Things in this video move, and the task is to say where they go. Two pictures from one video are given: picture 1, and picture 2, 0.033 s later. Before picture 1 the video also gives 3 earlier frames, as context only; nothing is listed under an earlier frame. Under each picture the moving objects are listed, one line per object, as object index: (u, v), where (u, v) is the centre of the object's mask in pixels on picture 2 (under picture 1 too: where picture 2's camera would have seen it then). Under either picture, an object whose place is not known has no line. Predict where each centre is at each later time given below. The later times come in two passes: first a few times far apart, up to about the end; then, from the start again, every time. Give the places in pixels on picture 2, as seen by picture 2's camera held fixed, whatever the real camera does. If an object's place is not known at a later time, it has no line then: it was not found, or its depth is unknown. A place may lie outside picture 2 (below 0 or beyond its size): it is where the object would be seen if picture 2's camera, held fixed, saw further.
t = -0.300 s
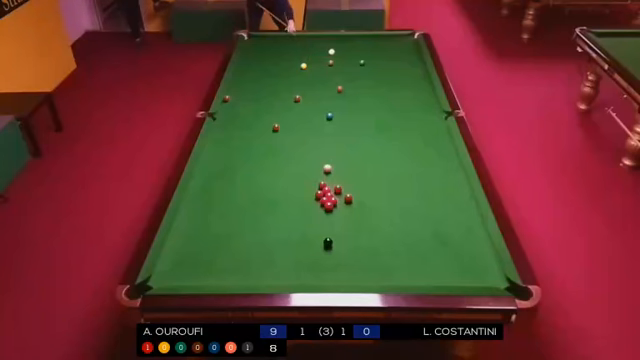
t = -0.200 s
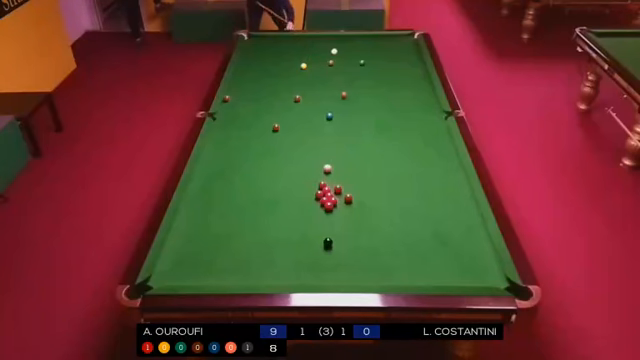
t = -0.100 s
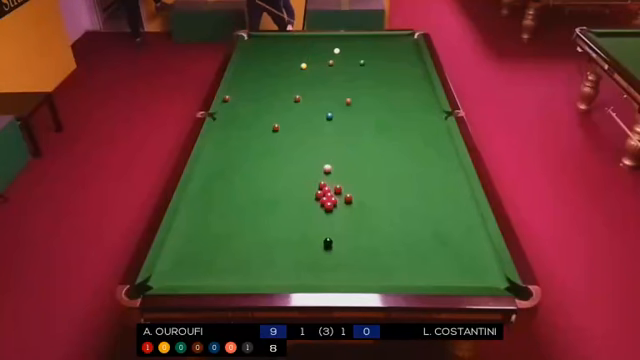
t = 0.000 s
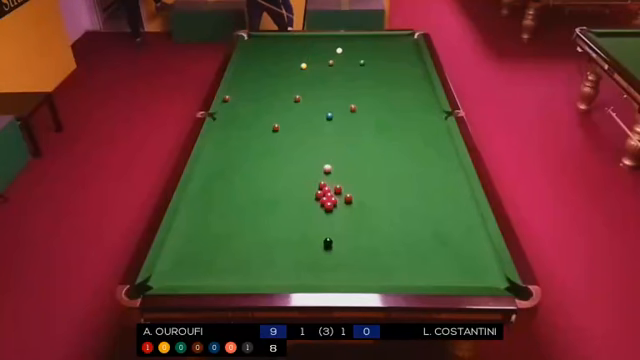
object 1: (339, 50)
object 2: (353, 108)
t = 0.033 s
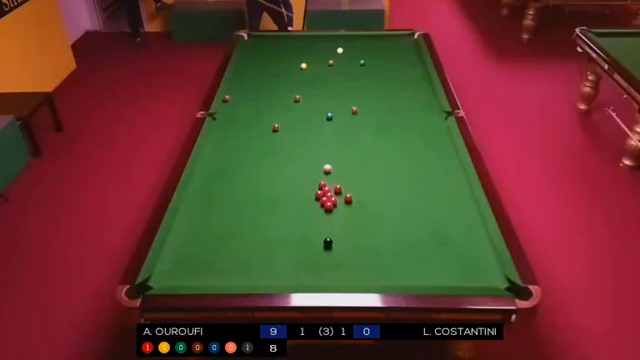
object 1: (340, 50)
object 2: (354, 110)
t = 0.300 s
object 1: (345, 49)
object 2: (367, 129)
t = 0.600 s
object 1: (351, 48)
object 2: (383, 152)
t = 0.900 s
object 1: (357, 47)
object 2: (402, 179)
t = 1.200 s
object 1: (361, 47)
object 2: (423, 209)
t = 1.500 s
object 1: (365, 46)
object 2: (447, 244)
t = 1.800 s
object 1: (367, 46)
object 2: (474, 281)
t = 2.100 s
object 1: (370, 46)
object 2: (477, 257)
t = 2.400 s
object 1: (371, 45)
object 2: (479, 233)
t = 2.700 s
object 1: (371, 45)
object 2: (475, 214)
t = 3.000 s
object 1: (371, 45)
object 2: (465, 199)
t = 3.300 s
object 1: (371, 45)
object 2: (457, 187)
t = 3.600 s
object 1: (371, 45)
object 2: (450, 176)
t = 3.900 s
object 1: (371, 45)
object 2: (444, 166)
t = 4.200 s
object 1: (371, 45)
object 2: (439, 158)
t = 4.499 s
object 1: (371, 45)
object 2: (435, 151)
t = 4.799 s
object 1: (371, 45)
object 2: (431, 145)
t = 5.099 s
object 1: (371, 45)
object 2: (429, 140)
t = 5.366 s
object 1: (371, 45)
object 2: (427, 136)
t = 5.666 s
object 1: (371, 45)
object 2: (425, 133)
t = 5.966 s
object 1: (371, 45)
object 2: (423, 130)
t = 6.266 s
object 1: (371, 45)
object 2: (422, 128)
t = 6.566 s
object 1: (371, 45)
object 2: (421, 127)
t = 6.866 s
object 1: (371, 45)
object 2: (421, 126)
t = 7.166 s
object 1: (371, 45)
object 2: (421, 126)
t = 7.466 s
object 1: (371, 45)
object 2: (421, 126)
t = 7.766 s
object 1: (371, 45)
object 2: (421, 126)
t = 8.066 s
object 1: (371, 45)
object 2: (421, 126)
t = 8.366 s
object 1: (371, 45)
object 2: (421, 126)
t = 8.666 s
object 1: (371, 45)
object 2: (421, 126)
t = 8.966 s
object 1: (371, 45)
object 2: (421, 126)
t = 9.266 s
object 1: (371, 45)
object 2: (421, 126)
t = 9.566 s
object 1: (371, 45)
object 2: (421, 126)
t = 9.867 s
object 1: (371, 45)
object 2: (421, 126)
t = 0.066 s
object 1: (340, 50)
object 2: (355, 112)
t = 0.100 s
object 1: (341, 50)
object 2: (357, 115)
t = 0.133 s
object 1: (342, 50)
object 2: (359, 117)
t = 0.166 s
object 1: (343, 50)
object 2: (360, 119)
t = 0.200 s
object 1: (343, 50)
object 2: (362, 122)
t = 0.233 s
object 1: (344, 49)
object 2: (364, 124)
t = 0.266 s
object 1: (345, 49)
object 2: (365, 126)
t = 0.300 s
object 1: (345, 49)
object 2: (367, 129)
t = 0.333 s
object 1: (346, 49)
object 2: (369, 132)
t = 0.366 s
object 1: (347, 49)
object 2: (370, 134)
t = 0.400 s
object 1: (348, 49)
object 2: (372, 137)
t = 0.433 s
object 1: (348, 49)
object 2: (374, 139)
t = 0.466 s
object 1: (349, 49)
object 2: (376, 142)
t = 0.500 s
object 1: (349, 49)
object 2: (378, 145)
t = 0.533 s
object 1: (350, 49)
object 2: (380, 147)
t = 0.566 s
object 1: (351, 49)
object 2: (381, 150)
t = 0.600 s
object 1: (351, 48)
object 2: (383, 152)
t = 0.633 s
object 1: (352, 48)
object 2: (385, 155)
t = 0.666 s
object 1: (352, 48)
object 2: (387, 158)
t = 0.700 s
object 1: (353, 48)
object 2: (389, 161)
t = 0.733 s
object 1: (354, 48)
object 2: (391, 164)
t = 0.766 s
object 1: (354, 48)
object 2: (393, 167)
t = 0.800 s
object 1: (355, 48)
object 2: (395, 170)
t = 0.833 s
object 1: (355, 48)
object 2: (398, 173)
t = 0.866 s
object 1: (356, 47)
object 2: (400, 176)
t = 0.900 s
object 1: (357, 47)
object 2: (402, 179)
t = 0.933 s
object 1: (357, 47)
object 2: (404, 182)
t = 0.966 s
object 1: (358, 47)
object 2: (406, 185)
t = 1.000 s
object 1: (358, 47)
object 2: (409, 188)
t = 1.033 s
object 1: (359, 47)
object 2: (411, 192)
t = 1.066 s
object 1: (359, 47)
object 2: (413, 195)
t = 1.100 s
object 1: (359, 47)
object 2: (415, 198)
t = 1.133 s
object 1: (360, 47)
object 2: (418, 202)
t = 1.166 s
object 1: (360, 47)
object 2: (420, 206)
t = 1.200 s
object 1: (361, 47)
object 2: (423, 209)
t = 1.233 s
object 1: (361, 47)
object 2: (425, 213)
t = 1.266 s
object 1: (362, 47)
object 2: (428, 217)
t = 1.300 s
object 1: (362, 47)
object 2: (431, 220)
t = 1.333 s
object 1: (363, 47)
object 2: (433, 224)
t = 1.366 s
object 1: (363, 46)
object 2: (436, 228)
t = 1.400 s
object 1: (363, 46)
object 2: (439, 232)
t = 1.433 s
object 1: (364, 46)
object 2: (441, 236)
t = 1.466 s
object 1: (364, 46)
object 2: (444, 240)
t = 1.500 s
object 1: (365, 46)
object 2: (447, 244)
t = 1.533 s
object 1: (365, 46)
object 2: (450, 248)
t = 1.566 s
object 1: (365, 46)
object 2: (453, 252)
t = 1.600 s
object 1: (366, 46)
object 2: (456, 257)
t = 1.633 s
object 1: (366, 46)
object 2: (459, 261)
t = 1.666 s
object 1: (366, 46)
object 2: (463, 266)
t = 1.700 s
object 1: (366, 46)
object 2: (466, 270)
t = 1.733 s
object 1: (367, 46)
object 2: (469, 275)
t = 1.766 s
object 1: (367, 46)
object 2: (472, 278)
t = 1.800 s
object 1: (367, 46)
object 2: (474, 281)
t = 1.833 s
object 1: (368, 46)
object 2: (475, 280)
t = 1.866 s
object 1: (368, 46)
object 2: (476, 278)
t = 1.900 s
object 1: (368, 46)
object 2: (476, 275)
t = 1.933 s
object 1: (369, 46)
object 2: (477, 272)
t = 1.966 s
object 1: (369, 46)
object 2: (477, 269)
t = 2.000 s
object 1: (369, 46)
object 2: (477, 266)
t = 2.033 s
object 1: (369, 46)
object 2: (477, 263)
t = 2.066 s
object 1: (369, 46)
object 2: (477, 260)
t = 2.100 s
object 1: (370, 46)
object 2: (477, 257)
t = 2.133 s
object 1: (370, 46)
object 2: (477, 254)
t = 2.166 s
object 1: (370, 46)
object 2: (477, 251)
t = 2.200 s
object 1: (370, 45)
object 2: (477, 248)
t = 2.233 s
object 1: (370, 45)
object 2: (478, 246)
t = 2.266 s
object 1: (371, 45)
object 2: (478, 243)
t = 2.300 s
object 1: (371, 45)
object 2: (478, 240)
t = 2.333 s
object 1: (371, 45)
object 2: (478, 238)
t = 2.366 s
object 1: (371, 45)
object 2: (478, 235)
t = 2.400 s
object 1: (371, 45)
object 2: (479, 233)
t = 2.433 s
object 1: (371, 45)
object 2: (479, 231)
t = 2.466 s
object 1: (371, 45)
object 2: (479, 229)
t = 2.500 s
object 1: (371, 45)
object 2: (479, 226)
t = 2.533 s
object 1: (371, 45)
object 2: (480, 224)
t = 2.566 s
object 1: (371, 45)
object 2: (479, 222)
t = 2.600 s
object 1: (371, 45)
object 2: (479, 220)
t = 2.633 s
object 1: (371, 45)
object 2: (477, 218)
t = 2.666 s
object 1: (371, 45)
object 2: (476, 216)
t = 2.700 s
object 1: (371, 45)
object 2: (475, 214)
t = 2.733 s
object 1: (371, 45)
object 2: (473, 212)
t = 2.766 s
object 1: (371, 45)
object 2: (472, 211)
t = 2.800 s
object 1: (371, 45)
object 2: (471, 209)
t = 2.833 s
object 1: (371, 45)
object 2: (470, 207)
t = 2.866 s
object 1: (371, 45)
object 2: (469, 206)
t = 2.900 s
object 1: (371, 45)
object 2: (468, 204)
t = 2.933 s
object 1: (371, 45)
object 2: (467, 203)
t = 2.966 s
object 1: (371, 45)
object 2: (466, 201)
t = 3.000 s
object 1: (371, 45)
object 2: (465, 199)
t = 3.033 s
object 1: (371, 45)
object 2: (464, 198)
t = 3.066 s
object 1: (371, 45)
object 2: (463, 197)
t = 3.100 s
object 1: (371, 45)
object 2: (462, 195)
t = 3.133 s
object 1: (371, 45)
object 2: (461, 194)
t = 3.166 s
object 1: (371, 45)
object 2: (460, 192)
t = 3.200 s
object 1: (371, 45)
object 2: (459, 191)
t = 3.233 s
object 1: (371, 45)
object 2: (458, 189)
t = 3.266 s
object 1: (371, 45)
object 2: (457, 188)
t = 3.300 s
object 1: (371, 45)
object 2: (457, 187)
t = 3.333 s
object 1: (371, 45)
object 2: (456, 186)
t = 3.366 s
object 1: (371, 45)
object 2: (455, 184)
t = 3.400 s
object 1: (371, 45)
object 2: (454, 183)
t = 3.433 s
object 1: (371, 45)
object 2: (453, 182)
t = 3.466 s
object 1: (371, 45)
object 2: (452, 180)
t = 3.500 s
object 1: (371, 45)
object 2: (452, 179)
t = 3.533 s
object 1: (371, 45)
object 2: (451, 178)
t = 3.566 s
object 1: (371, 45)
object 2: (450, 177)
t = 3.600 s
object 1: (371, 45)
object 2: (450, 176)
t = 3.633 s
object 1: (371, 45)
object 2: (449, 174)
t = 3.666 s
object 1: (371, 45)
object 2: (448, 173)
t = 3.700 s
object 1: (371, 45)
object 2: (448, 172)
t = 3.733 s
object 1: (371, 45)
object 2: (447, 171)
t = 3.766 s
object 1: (371, 45)
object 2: (446, 170)
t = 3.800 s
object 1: (371, 45)
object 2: (445, 169)
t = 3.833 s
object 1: (371, 45)
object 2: (445, 168)
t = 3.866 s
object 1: (371, 45)
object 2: (444, 167)
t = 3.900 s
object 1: (371, 45)
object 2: (444, 166)
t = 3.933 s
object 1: (371, 45)
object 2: (443, 165)
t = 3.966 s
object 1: (371, 45)
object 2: (443, 164)
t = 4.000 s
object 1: (371, 45)
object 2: (442, 163)
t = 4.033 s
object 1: (371, 45)
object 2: (442, 162)
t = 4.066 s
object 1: (371, 45)
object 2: (441, 161)
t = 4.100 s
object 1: (371, 45)
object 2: (441, 160)
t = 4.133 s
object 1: (371, 45)
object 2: (440, 159)
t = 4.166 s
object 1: (371, 45)
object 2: (439, 159)
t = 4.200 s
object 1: (371, 45)
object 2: (439, 158)
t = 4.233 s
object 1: (371, 45)
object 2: (438, 157)
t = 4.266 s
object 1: (371, 45)
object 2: (438, 156)
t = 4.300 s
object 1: (371, 45)
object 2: (438, 155)
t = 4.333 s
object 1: (371, 45)
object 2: (437, 154)
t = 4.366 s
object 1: (371, 45)
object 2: (437, 154)
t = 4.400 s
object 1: (371, 45)
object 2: (436, 153)
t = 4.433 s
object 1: (371, 45)
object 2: (436, 152)
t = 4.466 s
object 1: (371, 45)
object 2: (435, 152)
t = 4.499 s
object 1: (371, 45)
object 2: (435, 151)
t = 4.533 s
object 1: (371, 45)
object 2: (435, 150)
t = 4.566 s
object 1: (371, 45)
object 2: (434, 149)
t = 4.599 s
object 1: (371, 45)
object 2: (434, 149)
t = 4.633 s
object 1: (371, 45)
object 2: (433, 148)
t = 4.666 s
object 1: (371, 45)
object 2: (433, 147)
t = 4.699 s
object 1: (371, 45)
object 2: (433, 147)
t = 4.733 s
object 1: (371, 45)
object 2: (432, 146)
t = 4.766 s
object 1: (371, 45)
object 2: (432, 145)
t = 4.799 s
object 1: (371, 45)
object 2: (431, 145)
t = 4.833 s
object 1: (371, 45)
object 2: (431, 144)
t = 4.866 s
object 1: (371, 45)
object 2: (431, 143)
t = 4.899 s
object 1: (371, 45)
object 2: (430, 143)
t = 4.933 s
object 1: (371, 45)
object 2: (430, 143)
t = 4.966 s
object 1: (371, 45)
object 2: (430, 142)
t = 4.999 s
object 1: (371, 45)
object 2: (429, 141)
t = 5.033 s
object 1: (371, 45)
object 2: (429, 141)
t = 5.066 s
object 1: (371, 45)
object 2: (429, 140)
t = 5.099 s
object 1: (371, 45)
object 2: (429, 140)
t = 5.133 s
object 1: (371, 45)
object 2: (429, 140)
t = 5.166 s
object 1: (371, 45)
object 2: (428, 139)
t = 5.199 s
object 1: (371, 45)
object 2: (428, 138)
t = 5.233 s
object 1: (371, 45)
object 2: (428, 138)
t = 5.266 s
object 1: (371, 45)
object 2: (428, 138)
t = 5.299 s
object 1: (371, 45)
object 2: (427, 137)
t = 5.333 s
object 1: (371, 45)
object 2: (427, 137)
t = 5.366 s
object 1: (371, 45)
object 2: (427, 136)
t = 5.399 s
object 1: (371, 45)
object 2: (426, 136)
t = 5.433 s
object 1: (371, 45)
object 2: (426, 135)
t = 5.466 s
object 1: (371, 45)
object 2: (426, 135)
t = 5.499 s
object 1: (371, 45)
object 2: (426, 135)
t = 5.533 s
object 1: (371, 45)
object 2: (426, 134)
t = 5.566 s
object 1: (371, 45)
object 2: (425, 134)
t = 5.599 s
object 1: (371, 45)
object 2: (425, 134)
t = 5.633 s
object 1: (371, 45)
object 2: (425, 133)
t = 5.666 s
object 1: (371, 45)
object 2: (425, 133)
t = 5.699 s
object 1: (371, 45)
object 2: (425, 132)
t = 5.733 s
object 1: (371, 45)
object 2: (424, 132)
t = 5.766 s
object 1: (371, 45)
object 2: (424, 132)
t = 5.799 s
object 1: (371, 45)
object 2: (424, 132)
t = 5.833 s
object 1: (371, 45)
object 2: (424, 131)
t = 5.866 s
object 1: (371, 45)
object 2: (424, 131)
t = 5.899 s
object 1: (371, 45)
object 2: (424, 131)
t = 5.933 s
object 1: (371, 45)
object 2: (423, 131)
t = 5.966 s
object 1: (371, 45)
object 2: (423, 130)
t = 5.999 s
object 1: (371, 45)
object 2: (423, 130)
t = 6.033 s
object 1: (371, 45)
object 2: (423, 130)
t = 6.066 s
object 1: (371, 45)
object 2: (423, 129)
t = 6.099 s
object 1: (371, 45)
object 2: (423, 129)
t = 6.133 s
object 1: (371, 45)
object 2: (422, 129)
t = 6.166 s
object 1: (371, 45)
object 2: (422, 129)
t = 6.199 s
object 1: (371, 45)
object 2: (423, 128)
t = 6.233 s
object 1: (371, 45)
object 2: (422, 128)
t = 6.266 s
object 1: (371, 45)
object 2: (422, 128)
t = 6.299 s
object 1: (371, 45)
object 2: (422, 128)
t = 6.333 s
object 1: (371, 45)
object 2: (422, 128)
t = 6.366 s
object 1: (371, 45)
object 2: (422, 128)
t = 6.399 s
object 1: (371, 45)
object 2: (422, 127)
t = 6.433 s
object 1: (371, 45)
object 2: (422, 127)
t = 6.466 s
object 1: (371, 45)
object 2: (422, 127)
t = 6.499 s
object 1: (371, 45)
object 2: (422, 127)
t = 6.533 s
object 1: (371, 45)
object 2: (422, 127)
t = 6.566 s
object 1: (371, 45)
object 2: (421, 127)
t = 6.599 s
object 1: (371, 45)
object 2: (421, 127)
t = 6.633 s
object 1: (371, 45)
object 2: (421, 127)
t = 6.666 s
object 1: (371, 45)
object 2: (421, 127)
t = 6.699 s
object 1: (371, 45)
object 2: (421, 127)
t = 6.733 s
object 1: (371, 45)
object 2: (421, 127)
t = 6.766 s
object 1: (371, 45)
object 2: (422, 126)
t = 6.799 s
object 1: (371, 45)
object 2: (422, 126)
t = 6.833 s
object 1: (371, 45)
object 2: (421, 126)
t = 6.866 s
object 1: (371, 45)
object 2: (421, 126)
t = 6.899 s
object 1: (371, 45)
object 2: (422, 126)
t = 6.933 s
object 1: (371, 45)
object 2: (422, 126)
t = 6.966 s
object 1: (371, 45)
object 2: (422, 126)
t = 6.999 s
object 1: (371, 45)
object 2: (421, 126)
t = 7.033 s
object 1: (371, 45)
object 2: (421, 126)
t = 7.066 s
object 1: (371, 45)
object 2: (421, 126)
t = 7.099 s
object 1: (371, 45)
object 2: (421, 126)
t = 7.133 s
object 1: (371, 45)
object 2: (421, 126)
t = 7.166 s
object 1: (371, 45)
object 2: (421, 126)
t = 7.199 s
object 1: (371, 45)
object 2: (421, 126)
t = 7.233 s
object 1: (371, 45)
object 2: (421, 126)
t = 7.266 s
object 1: (371, 45)
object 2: (421, 126)
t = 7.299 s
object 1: (371, 45)
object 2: (421, 126)
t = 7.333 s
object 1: (371, 45)
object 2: (421, 126)
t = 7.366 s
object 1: (371, 45)
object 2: (421, 126)
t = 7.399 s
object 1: (371, 45)
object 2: (421, 126)
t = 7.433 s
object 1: (371, 45)
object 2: (421, 126)
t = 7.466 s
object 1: (371, 45)
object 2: (421, 126)
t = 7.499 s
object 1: (371, 45)
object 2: (421, 126)
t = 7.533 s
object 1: (371, 45)
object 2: (421, 126)
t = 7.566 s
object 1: (371, 45)
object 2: (421, 126)
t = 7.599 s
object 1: (371, 45)
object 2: (421, 126)
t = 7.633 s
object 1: (371, 45)
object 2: (421, 126)
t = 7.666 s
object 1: (371, 45)
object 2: (421, 126)
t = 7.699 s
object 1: (371, 45)
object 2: (421, 126)
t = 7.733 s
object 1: (371, 45)
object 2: (421, 126)
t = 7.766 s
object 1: (371, 45)
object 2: (421, 126)
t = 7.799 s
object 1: (371, 45)
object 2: (421, 126)
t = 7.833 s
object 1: (371, 45)
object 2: (421, 126)
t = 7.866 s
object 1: (371, 45)
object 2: (421, 126)
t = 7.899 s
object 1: (371, 45)
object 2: (421, 126)
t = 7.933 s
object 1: (371, 45)
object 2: (421, 126)
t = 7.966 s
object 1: (371, 45)
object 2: (421, 126)
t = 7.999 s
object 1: (371, 45)
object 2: (421, 126)
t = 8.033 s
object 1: (371, 45)
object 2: (421, 126)
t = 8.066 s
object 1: (371, 45)
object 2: (421, 126)
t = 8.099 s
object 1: (371, 45)
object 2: (421, 126)
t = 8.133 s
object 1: (371, 45)
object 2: (421, 126)
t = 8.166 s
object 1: (371, 45)
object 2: (421, 126)
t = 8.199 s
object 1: (371, 45)
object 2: (421, 126)
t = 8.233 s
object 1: (371, 45)
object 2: (421, 126)
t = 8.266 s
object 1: (371, 45)
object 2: (421, 126)
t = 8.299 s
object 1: (371, 45)
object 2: (421, 126)
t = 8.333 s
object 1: (371, 45)
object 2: (421, 126)
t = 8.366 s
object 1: (371, 45)
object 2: (421, 126)
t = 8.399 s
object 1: (371, 45)
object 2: (421, 126)
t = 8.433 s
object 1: (371, 45)
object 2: (421, 126)
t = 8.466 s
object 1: (371, 45)
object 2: (421, 126)
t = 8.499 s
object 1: (371, 45)
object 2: (421, 126)
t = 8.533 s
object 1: (371, 45)
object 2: (421, 126)
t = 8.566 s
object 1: (371, 45)
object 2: (421, 126)
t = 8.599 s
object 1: (371, 45)
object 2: (421, 126)
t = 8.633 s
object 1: (371, 45)
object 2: (421, 126)
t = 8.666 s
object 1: (371, 45)
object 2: (421, 126)
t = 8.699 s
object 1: (371, 45)
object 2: (421, 126)
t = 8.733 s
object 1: (371, 45)
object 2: (421, 126)
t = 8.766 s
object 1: (371, 45)
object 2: (421, 126)
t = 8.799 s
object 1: (371, 45)
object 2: (421, 126)
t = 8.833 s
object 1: (371, 45)
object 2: (421, 126)
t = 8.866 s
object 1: (371, 45)
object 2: (421, 126)
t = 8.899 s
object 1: (371, 45)
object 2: (421, 126)
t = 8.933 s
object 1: (371, 45)
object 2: (421, 126)
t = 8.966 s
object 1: (371, 45)
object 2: (421, 126)
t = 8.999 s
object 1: (371, 45)
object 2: (421, 126)
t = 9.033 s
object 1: (371, 45)
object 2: (421, 126)
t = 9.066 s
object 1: (371, 45)
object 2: (421, 126)
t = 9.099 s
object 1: (371, 45)
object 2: (421, 126)
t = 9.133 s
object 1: (371, 45)
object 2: (421, 126)
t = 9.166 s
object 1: (371, 45)
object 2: (421, 126)
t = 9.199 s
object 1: (371, 45)
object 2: (421, 126)
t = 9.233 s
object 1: (371, 45)
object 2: (421, 126)
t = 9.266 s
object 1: (371, 45)
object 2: (421, 126)
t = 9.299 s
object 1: (371, 45)
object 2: (421, 126)
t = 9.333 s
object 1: (371, 45)
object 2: (421, 126)
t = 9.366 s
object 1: (371, 45)
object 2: (421, 126)
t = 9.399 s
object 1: (371, 45)
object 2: (421, 126)
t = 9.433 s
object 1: (371, 45)
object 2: (421, 126)
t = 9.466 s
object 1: (371, 45)
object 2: (421, 126)
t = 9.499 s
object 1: (371, 45)
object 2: (421, 126)
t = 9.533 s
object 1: (371, 45)
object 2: (421, 126)
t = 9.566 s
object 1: (371, 45)
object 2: (421, 126)
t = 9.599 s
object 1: (371, 45)
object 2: (421, 126)
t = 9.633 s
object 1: (371, 45)
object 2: (421, 126)
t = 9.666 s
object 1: (371, 45)
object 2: (421, 126)
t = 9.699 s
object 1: (371, 45)
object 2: (421, 126)
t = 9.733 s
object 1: (371, 45)
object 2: (421, 126)
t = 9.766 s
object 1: (371, 45)
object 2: (421, 126)
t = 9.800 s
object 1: (371, 45)
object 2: (421, 126)
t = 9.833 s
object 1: (371, 45)
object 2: (421, 126)
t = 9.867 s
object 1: (371, 45)
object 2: (421, 126)
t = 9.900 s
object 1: (371, 45)
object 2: (421, 126)
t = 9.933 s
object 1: (371, 45)
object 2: (421, 126)
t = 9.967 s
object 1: (371, 45)
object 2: (421, 126)
